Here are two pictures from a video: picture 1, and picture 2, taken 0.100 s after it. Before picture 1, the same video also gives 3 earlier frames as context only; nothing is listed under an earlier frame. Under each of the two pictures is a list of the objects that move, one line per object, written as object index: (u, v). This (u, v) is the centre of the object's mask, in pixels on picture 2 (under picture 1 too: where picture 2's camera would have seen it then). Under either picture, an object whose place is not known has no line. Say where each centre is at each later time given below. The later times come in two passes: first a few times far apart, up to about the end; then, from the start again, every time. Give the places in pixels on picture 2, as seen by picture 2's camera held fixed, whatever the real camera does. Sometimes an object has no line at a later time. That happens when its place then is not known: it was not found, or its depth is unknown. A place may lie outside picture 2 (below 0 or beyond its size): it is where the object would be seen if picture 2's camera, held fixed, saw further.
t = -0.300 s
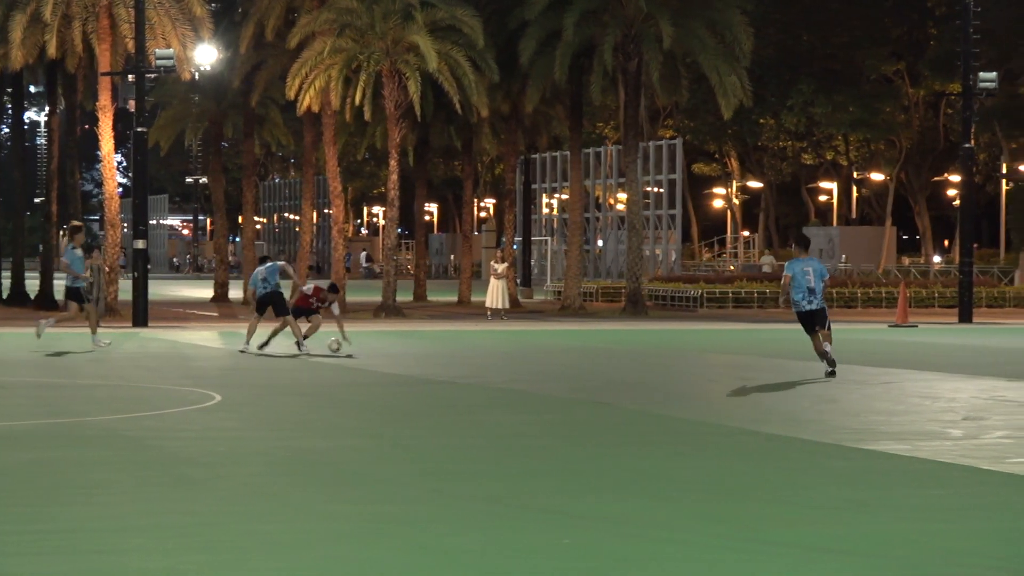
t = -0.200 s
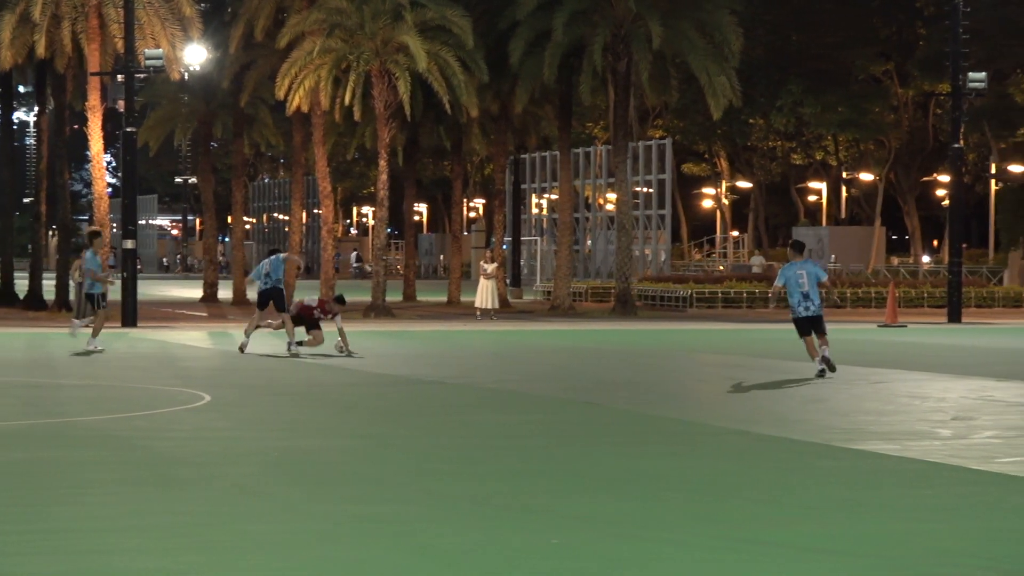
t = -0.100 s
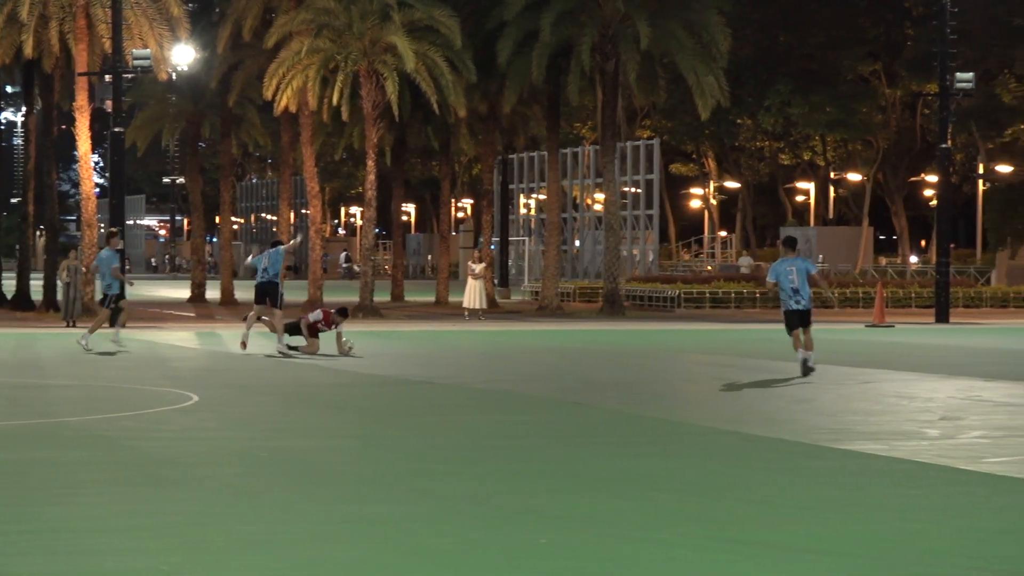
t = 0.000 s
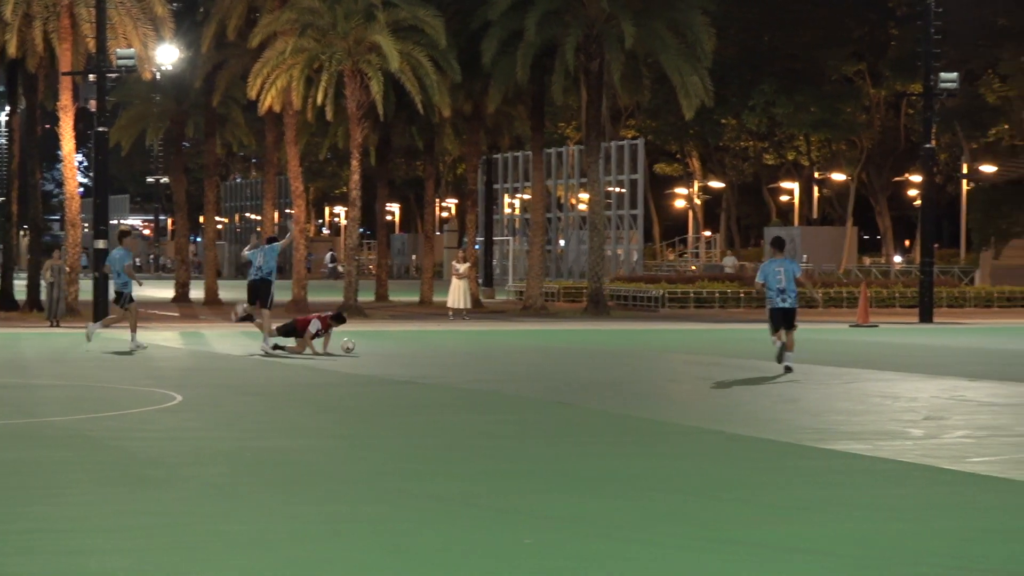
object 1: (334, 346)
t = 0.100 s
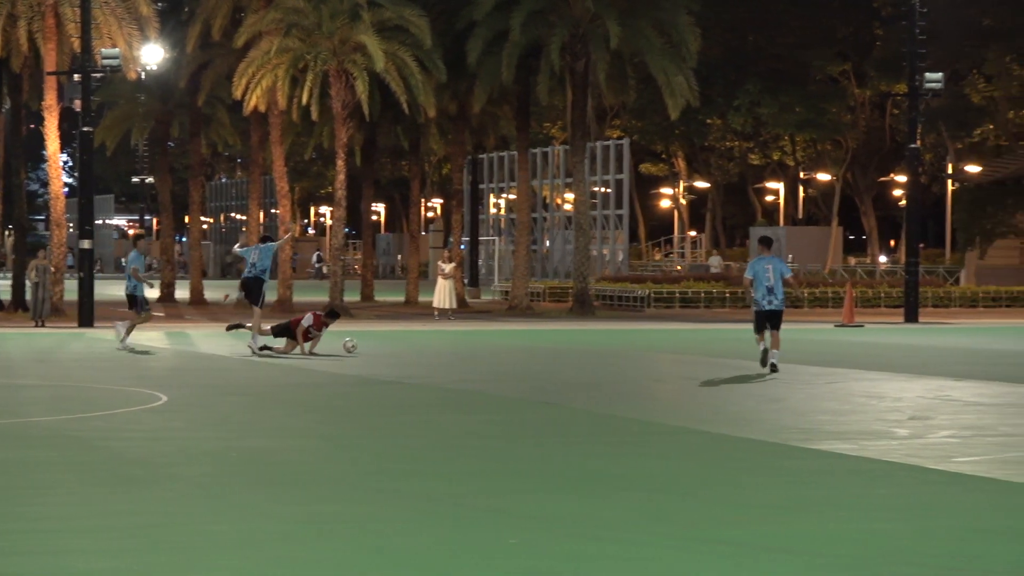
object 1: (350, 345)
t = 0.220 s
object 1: (369, 345)
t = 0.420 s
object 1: (400, 345)
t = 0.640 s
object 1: (435, 344)
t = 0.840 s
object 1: (467, 344)
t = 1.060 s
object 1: (502, 344)
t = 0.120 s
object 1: (353, 345)
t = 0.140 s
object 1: (356, 345)
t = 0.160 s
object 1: (360, 345)
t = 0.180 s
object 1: (363, 345)
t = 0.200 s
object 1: (366, 345)
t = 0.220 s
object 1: (369, 345)
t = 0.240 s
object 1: (373, 345)
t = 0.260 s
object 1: (376, 345)
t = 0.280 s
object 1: (379, 345)
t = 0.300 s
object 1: (382, 345)
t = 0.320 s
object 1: (385, 345)
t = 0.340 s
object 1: (388, 345)
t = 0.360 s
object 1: (391, 345)
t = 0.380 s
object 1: (394, 345)
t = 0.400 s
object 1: (398, 345)
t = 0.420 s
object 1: (400, 345)
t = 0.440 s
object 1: (404, 345)
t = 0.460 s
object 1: (407, 345)
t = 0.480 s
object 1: (411, 345)
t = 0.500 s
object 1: (414, 345)
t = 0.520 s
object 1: (417, 344)
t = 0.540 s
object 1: (420, 344)
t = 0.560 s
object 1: (423, 344)
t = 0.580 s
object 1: (426, 344)
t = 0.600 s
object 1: (429, 344)
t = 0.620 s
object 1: (432, 344)
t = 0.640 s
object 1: (435, 344)
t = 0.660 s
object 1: (439, 344)
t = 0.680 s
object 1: (442, 344)
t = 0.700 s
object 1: (445, 344)
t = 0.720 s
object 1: (448, 344)
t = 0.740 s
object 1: (451, 344)
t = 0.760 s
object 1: (455, 344)
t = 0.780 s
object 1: (458, 344)
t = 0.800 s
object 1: (461, 344)
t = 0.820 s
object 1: (464, 344)
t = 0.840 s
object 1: (467, 344)
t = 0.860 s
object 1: (469, 344)
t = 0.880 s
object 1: (473, 344)
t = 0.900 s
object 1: (476, 344)
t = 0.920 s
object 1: (479, 344)
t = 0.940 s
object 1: (482, 344)
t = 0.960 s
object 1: (485, 344)
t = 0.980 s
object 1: (489, 344)
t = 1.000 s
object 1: (492, 343)
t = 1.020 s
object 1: (495, 343)
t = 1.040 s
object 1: (498, 344)
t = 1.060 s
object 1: (502, 344)
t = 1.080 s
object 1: (504, 343)
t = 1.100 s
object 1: (507, 343)
